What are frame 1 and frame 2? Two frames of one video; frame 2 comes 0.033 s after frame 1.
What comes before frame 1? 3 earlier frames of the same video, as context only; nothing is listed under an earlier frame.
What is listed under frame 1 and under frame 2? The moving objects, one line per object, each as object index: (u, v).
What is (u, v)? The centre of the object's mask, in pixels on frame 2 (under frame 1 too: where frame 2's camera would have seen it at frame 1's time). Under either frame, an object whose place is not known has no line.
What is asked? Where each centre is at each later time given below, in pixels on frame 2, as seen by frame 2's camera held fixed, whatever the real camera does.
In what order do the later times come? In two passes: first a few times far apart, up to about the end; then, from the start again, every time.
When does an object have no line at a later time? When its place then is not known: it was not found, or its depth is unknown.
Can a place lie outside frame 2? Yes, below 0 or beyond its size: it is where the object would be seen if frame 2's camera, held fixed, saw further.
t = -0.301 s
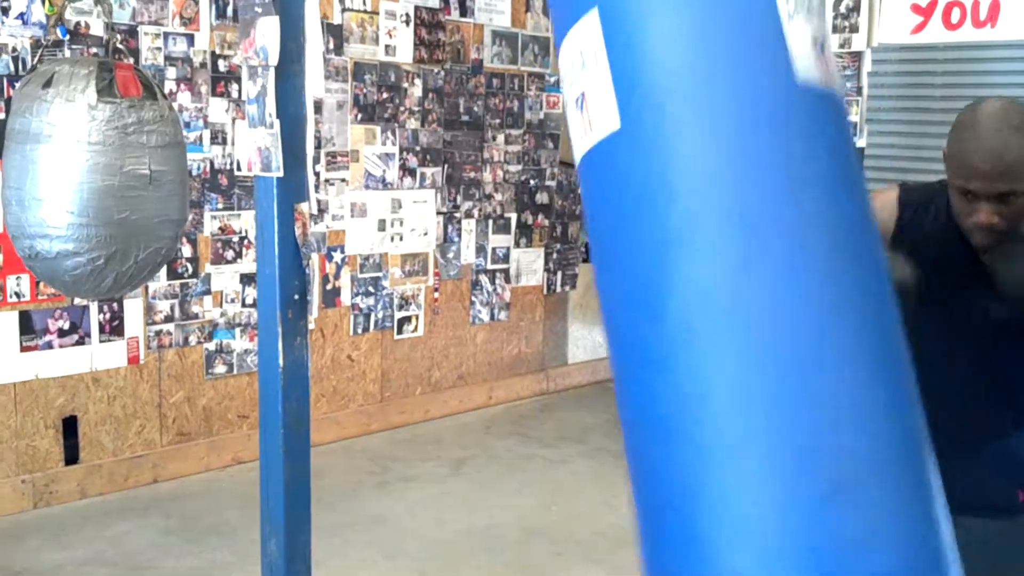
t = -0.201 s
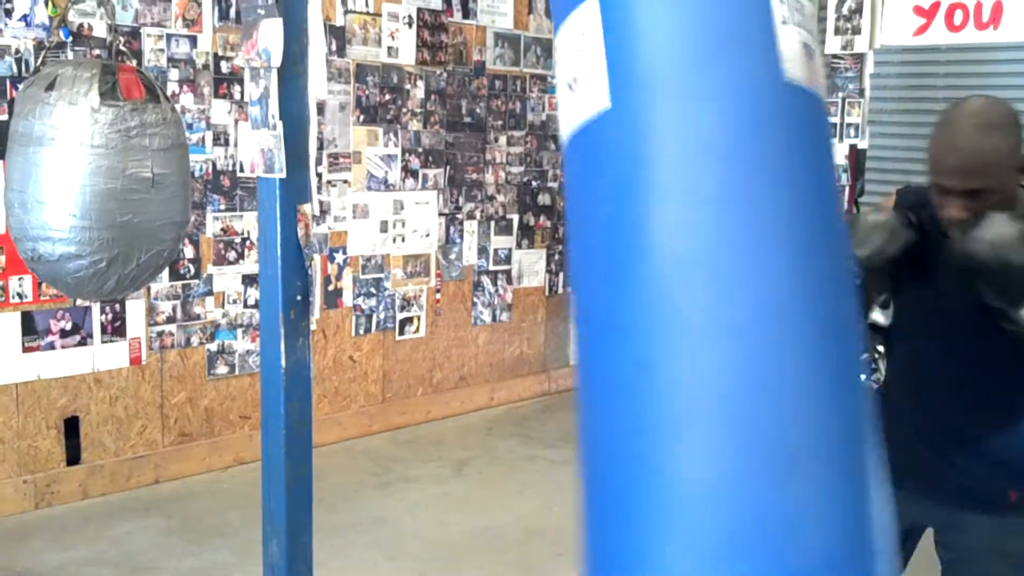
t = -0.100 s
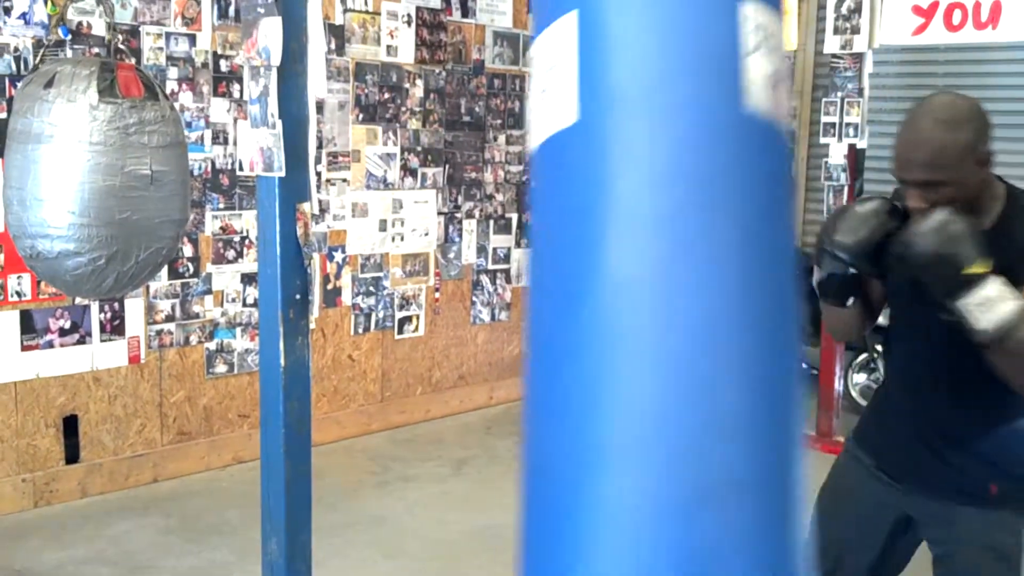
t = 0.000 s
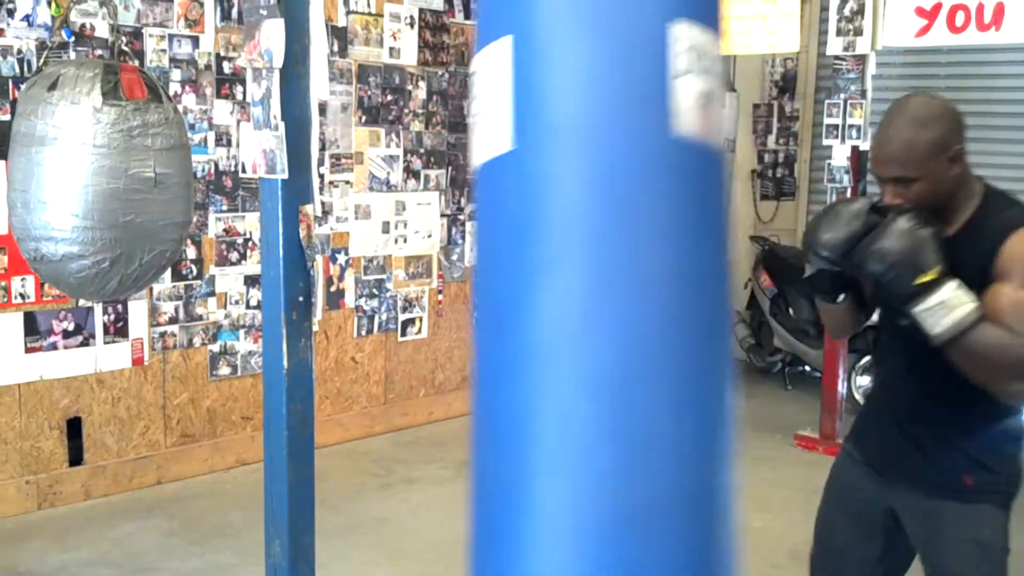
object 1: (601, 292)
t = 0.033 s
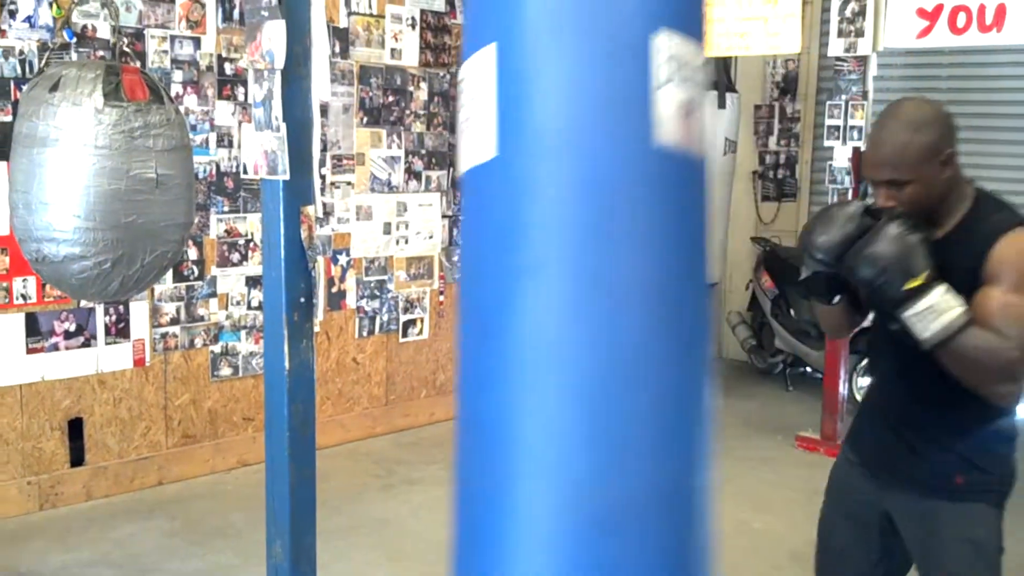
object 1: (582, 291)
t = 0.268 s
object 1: (491, 282)
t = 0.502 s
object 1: (449, 245)
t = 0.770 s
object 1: (455, 196)
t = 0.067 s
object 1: (565, 290)
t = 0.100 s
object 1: (552, 290)
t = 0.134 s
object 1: (542, 290)
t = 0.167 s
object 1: (529, 288)
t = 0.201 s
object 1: (516, 285)
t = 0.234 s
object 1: (502, 284)
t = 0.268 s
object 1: (491, 282)
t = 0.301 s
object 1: (481, 283)
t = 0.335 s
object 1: (471, 279)
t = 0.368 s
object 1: (463, 279)
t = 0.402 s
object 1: (457, 273)
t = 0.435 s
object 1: (453, 263)
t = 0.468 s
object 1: (450, 254)
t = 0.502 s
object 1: (449, 245)
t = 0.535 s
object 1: (448, 235)
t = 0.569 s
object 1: (448, 227)
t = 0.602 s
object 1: (448, 220)
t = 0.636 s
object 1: (449, 215)
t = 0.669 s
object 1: (450, 211)
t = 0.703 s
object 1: (452, 206)
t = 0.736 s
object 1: (453, 201)
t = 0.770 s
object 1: (455, 196)
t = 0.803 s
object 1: (457, 193)
